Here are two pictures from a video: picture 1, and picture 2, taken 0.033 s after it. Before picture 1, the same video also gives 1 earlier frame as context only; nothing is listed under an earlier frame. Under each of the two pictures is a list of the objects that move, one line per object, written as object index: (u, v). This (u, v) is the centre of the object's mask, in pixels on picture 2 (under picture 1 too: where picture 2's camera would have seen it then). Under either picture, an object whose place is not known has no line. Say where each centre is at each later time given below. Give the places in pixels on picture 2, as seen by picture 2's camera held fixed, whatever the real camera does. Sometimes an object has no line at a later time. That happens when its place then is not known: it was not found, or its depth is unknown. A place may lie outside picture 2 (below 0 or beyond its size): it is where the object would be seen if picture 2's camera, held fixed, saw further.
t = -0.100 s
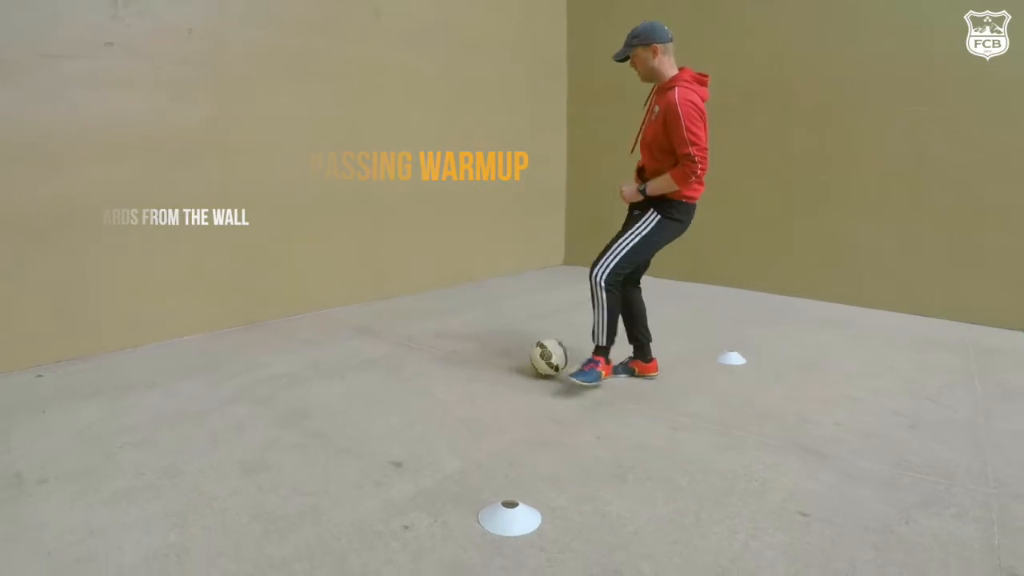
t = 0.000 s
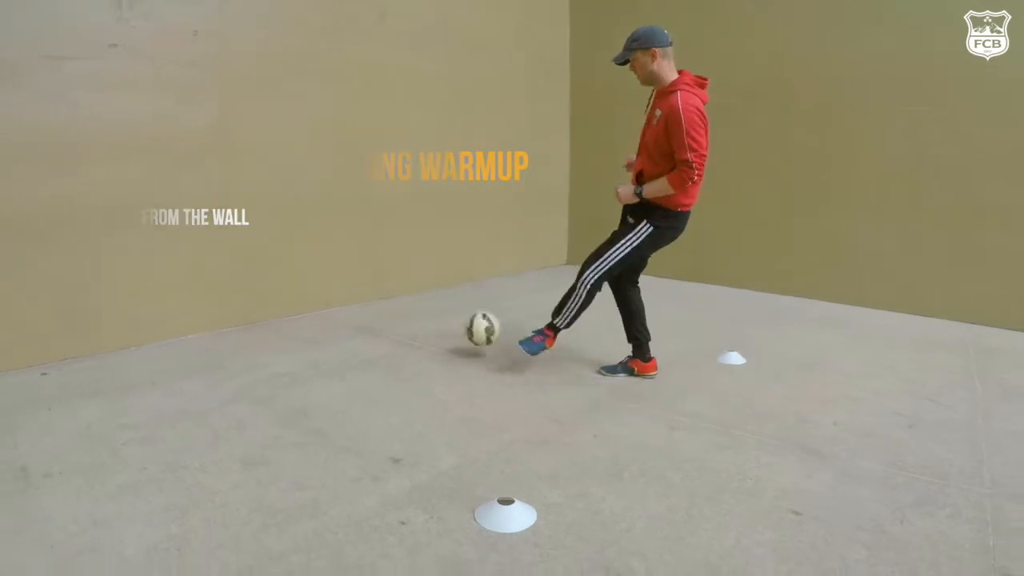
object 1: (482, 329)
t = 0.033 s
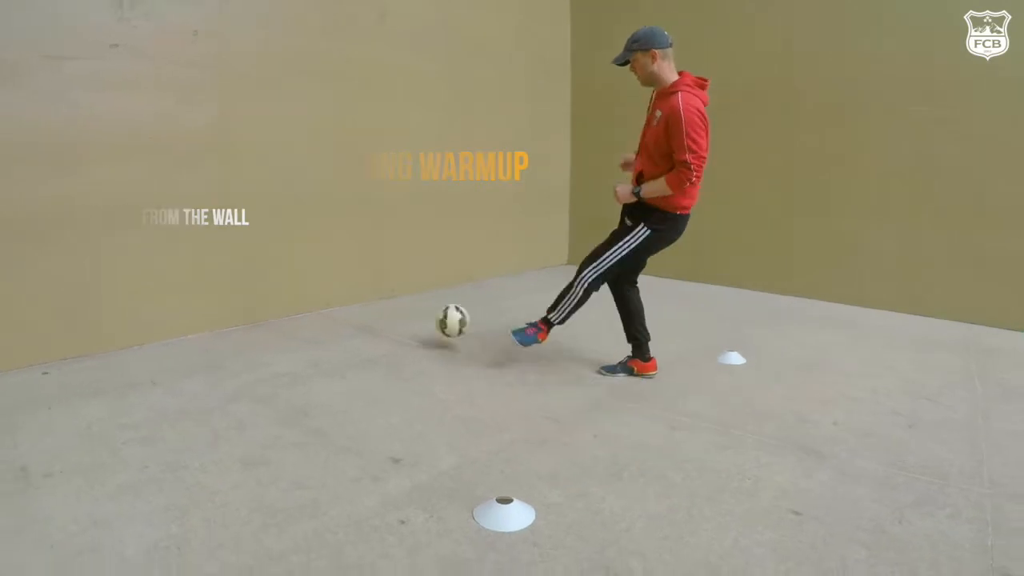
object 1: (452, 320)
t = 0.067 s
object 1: (426, 314)
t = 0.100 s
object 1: (401, 311)
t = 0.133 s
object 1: (379, 310)
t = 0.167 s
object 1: (359, 309)
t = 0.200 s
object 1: (345, 300)
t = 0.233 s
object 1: (331, 294)
